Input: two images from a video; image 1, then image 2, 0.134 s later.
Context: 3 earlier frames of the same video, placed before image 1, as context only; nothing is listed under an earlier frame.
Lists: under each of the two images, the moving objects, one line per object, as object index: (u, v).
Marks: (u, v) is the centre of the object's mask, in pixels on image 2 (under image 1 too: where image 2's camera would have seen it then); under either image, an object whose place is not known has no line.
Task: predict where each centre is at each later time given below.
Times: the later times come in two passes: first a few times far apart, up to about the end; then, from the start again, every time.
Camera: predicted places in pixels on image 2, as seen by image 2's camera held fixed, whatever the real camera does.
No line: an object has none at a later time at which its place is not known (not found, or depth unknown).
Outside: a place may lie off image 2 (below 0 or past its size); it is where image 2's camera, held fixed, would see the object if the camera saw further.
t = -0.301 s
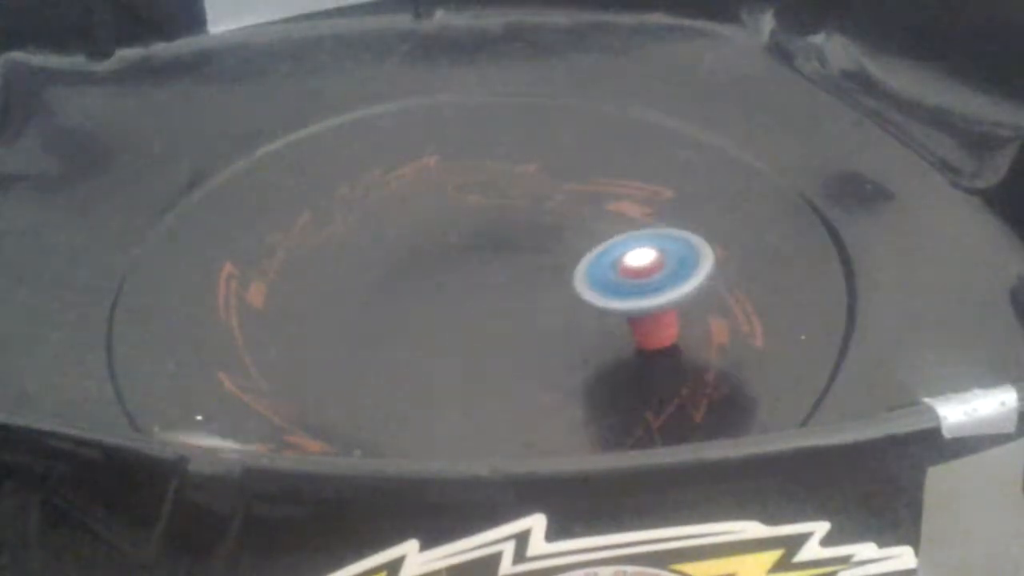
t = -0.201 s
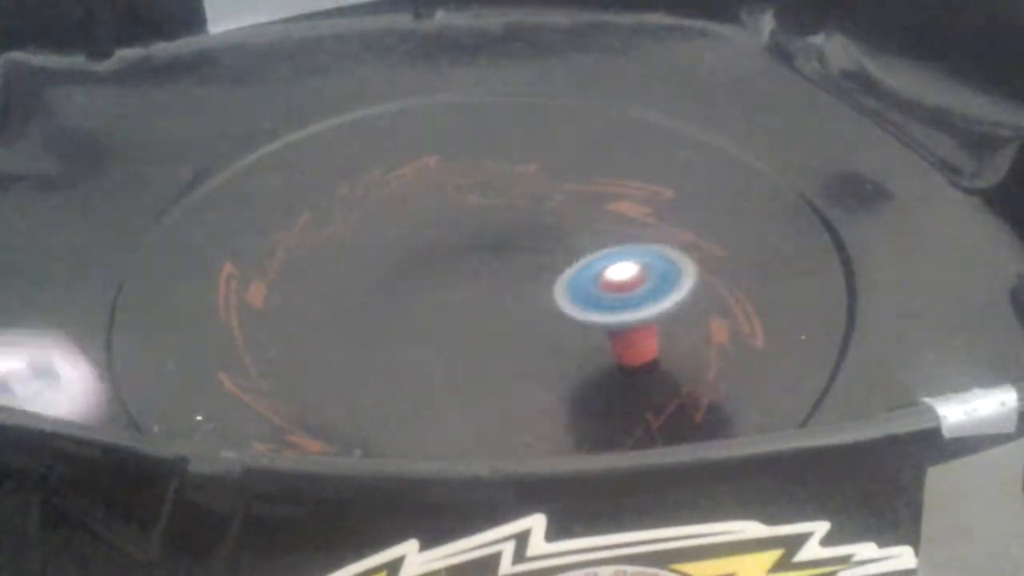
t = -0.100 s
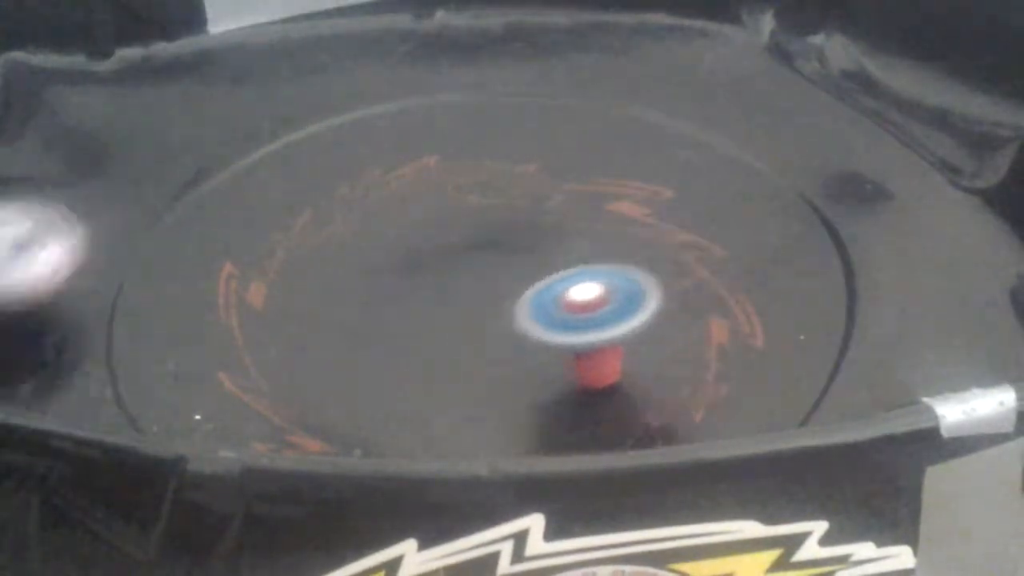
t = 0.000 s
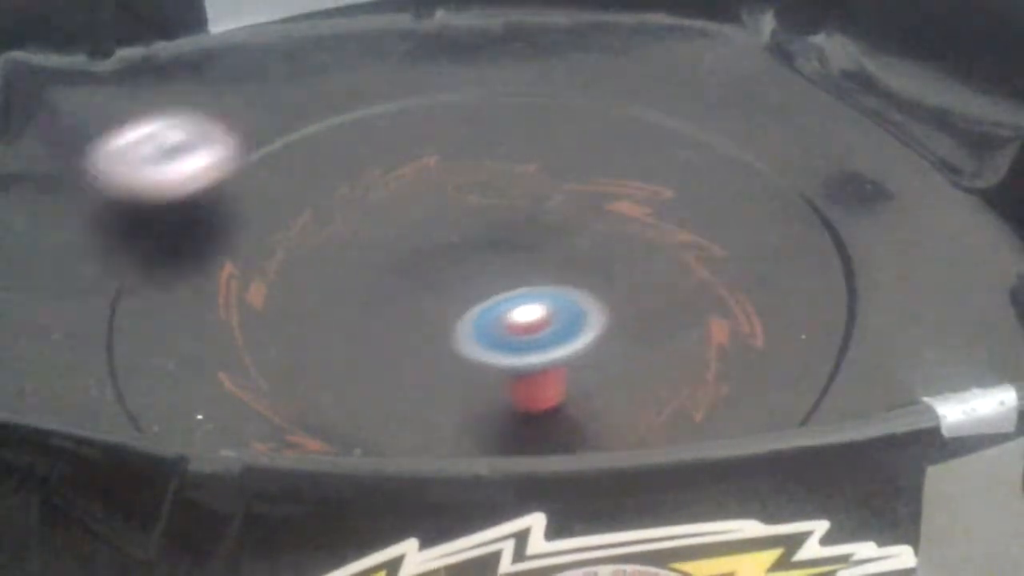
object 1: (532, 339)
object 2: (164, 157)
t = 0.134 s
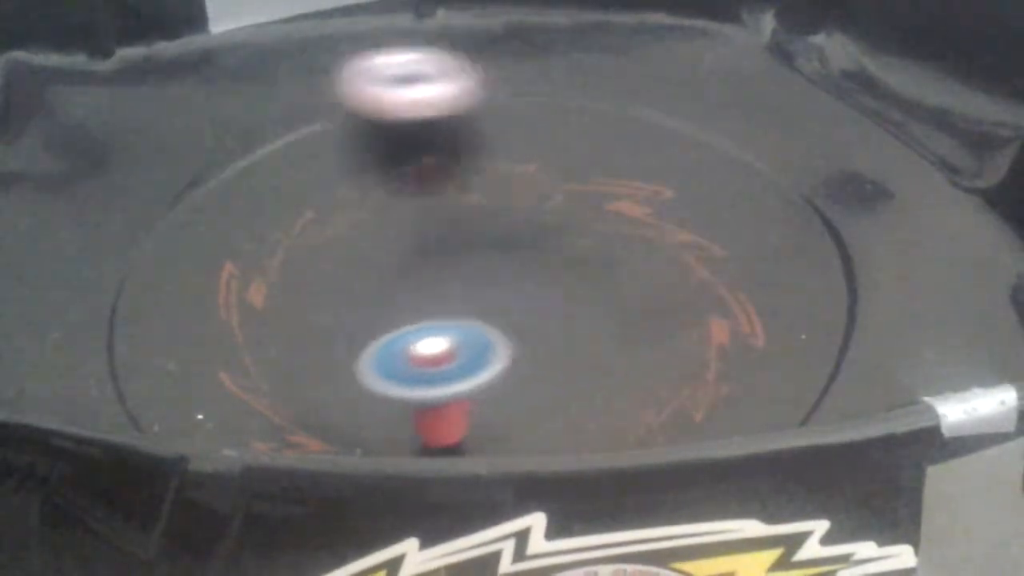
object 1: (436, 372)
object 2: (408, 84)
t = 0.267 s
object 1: (399, 385)
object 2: (689, 102)
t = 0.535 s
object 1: (388, 373)
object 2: (947, 352)
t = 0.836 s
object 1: (336, 312)
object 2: (446, 421)
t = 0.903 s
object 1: (324, 284)
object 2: (340, 381)
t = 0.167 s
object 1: (419, 378)
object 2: (477, 81)
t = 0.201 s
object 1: (408, 383)
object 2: (549, 83)
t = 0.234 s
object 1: (403, 384)
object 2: (619, 90)
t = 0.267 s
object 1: (399, 385)
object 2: (689, 102)
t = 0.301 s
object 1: (398, 385)
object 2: (755, 119)
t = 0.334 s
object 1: (398, 385)
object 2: (808, 145)
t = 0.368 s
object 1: (398, 385)
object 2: (850, 169)
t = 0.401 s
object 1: (398, 384)
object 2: (881, 201)
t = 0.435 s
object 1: (398, 382)
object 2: (905, 238)
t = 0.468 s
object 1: (395, 380)
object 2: (922, 281)
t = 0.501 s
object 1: (392, 377)
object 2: (941, 326)
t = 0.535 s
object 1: (388, 373)
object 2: (947, 352)
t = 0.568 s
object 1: (384, 369)
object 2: (955, 372)
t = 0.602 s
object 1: (379, 363)
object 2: (927, 388)
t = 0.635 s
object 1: (375, 358)
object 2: (880, 393)
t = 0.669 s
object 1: (372, 352)
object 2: (819, 410)
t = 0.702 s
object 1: (366, 344)
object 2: (749, 420)
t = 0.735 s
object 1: (358, 337)
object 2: (670, 428)
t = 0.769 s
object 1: (350, 329)
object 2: (590, 432)
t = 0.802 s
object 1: (342, 320)
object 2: (514, 429)
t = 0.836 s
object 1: (336, 312)
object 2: (446, 421)
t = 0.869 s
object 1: (330, 302)
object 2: (386, 406)
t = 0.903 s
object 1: (324, 284)
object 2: (340, 381)
